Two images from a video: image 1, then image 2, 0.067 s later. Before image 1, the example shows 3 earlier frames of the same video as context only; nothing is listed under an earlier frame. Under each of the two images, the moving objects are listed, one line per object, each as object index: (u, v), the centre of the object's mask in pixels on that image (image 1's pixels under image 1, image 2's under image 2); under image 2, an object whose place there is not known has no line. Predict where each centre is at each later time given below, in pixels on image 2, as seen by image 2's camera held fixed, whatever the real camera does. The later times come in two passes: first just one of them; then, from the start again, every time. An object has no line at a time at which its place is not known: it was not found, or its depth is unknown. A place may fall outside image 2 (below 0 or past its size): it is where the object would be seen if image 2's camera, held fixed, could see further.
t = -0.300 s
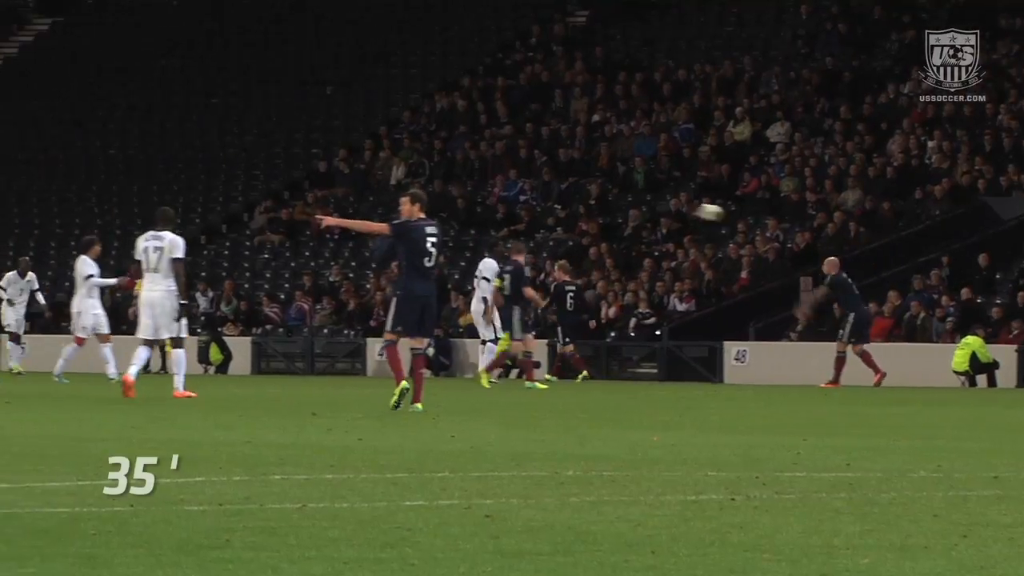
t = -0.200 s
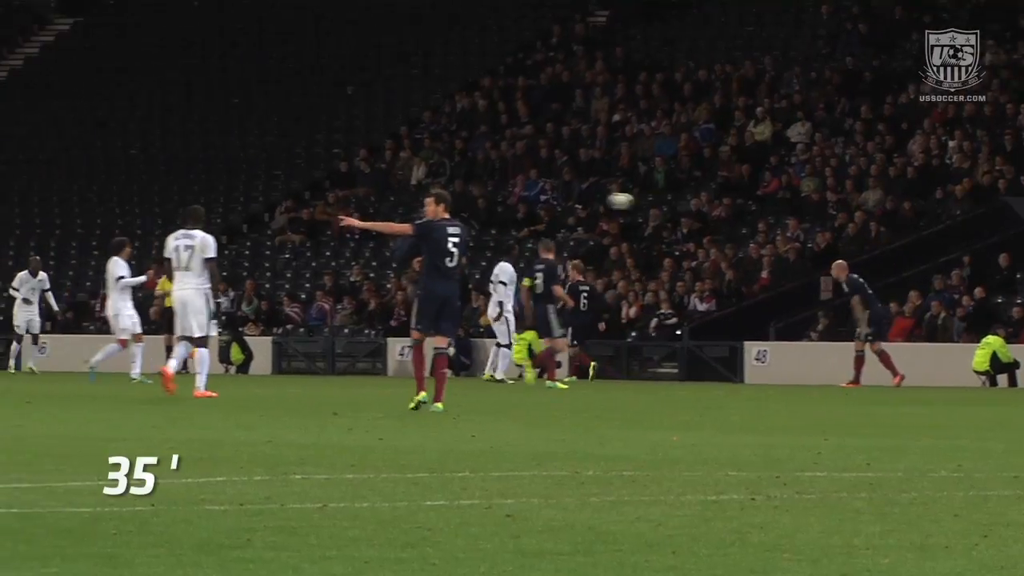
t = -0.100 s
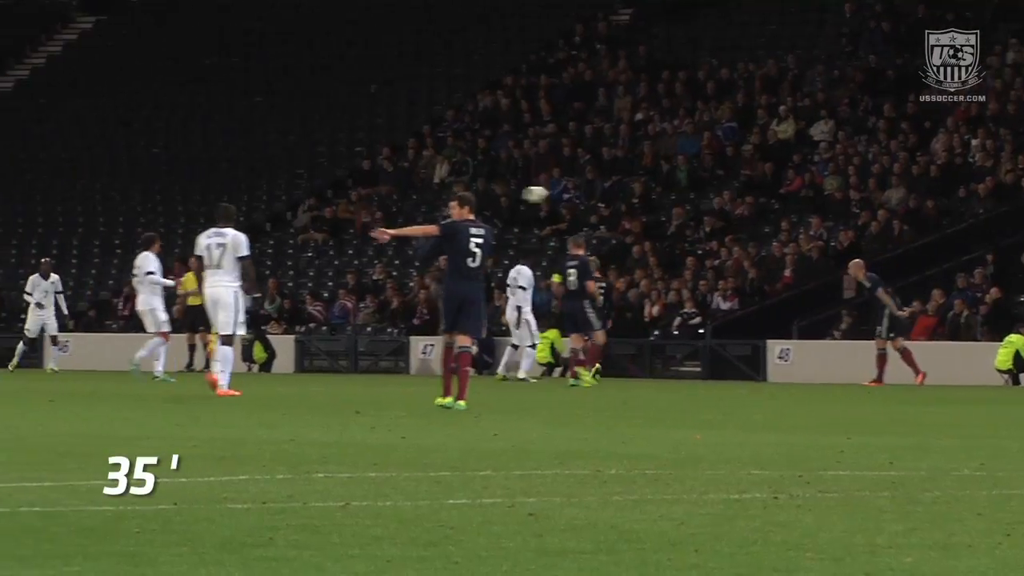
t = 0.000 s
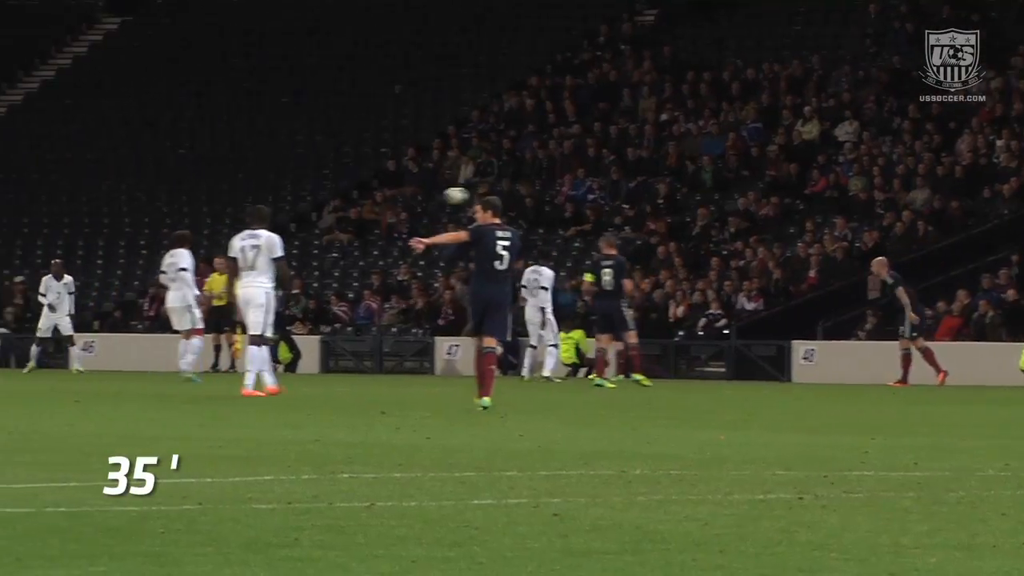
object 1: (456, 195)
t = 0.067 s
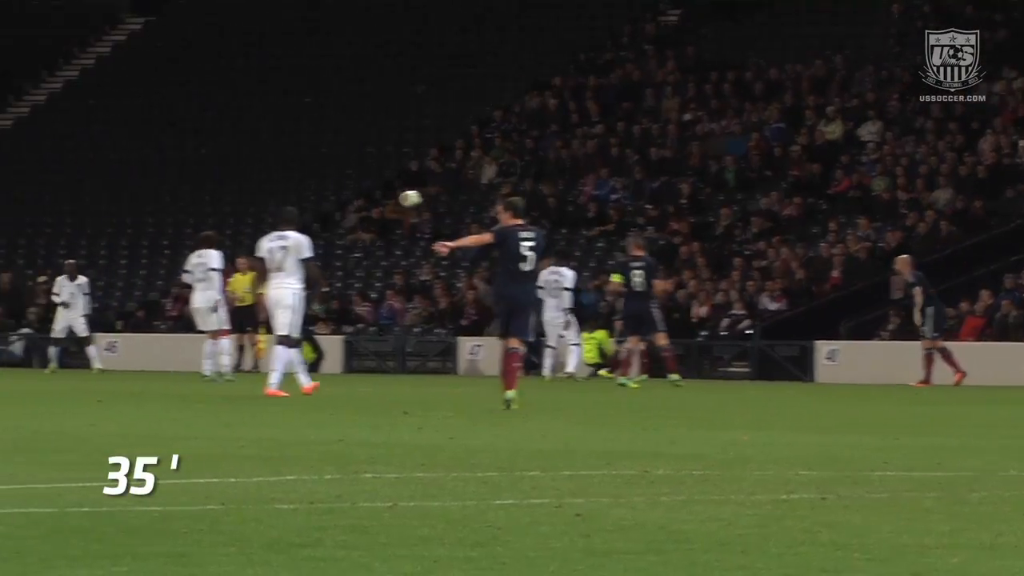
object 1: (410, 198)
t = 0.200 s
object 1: (275, 211)
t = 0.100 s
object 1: (376, 201)
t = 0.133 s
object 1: (343, 204)
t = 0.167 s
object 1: (309, 207)
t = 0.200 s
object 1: (275, 211)
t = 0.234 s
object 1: (240, 216)
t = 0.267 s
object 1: (204, 224)
